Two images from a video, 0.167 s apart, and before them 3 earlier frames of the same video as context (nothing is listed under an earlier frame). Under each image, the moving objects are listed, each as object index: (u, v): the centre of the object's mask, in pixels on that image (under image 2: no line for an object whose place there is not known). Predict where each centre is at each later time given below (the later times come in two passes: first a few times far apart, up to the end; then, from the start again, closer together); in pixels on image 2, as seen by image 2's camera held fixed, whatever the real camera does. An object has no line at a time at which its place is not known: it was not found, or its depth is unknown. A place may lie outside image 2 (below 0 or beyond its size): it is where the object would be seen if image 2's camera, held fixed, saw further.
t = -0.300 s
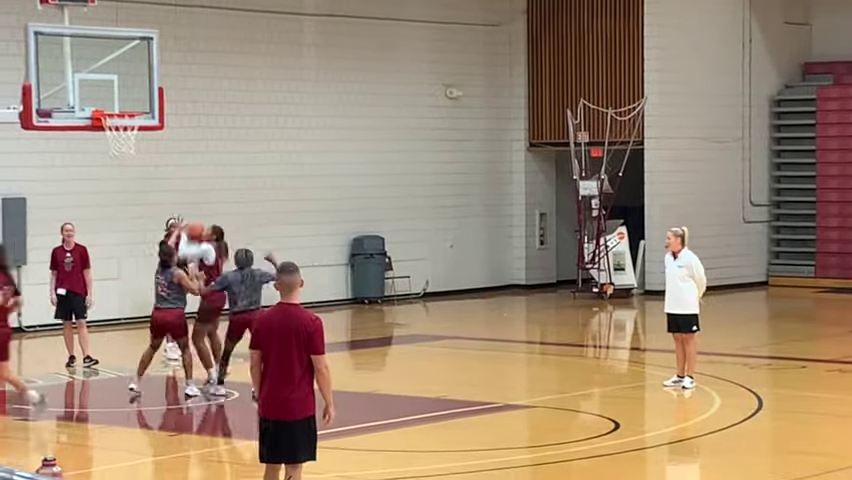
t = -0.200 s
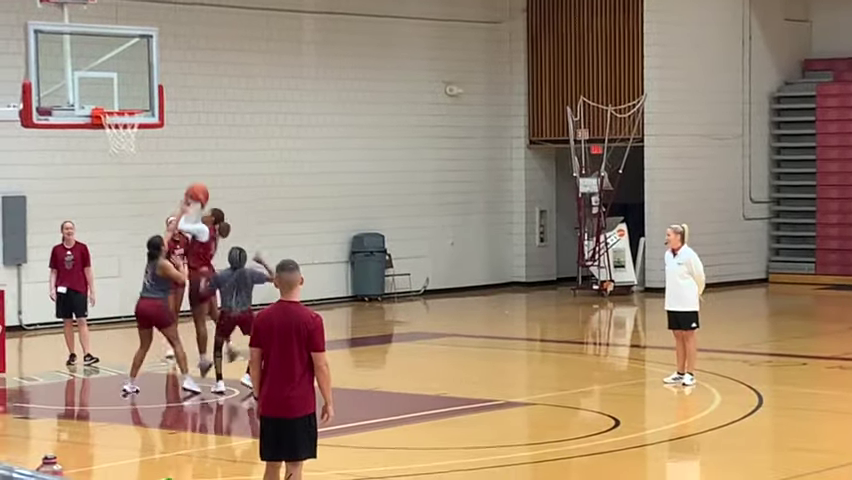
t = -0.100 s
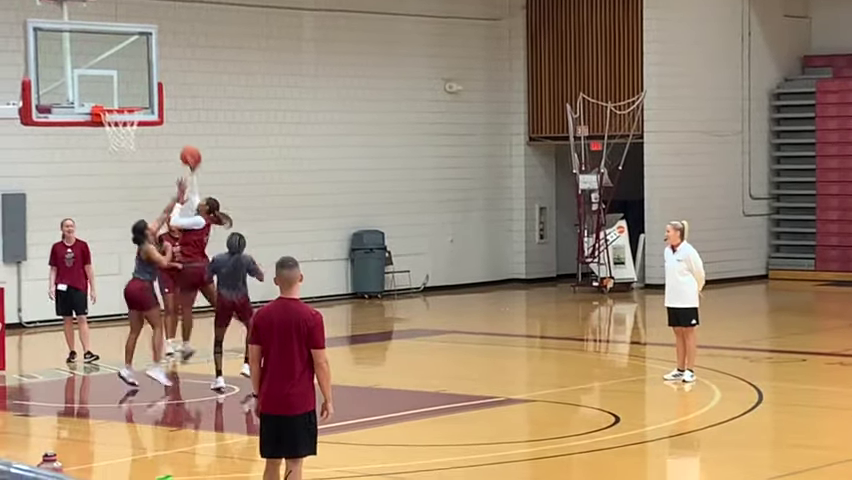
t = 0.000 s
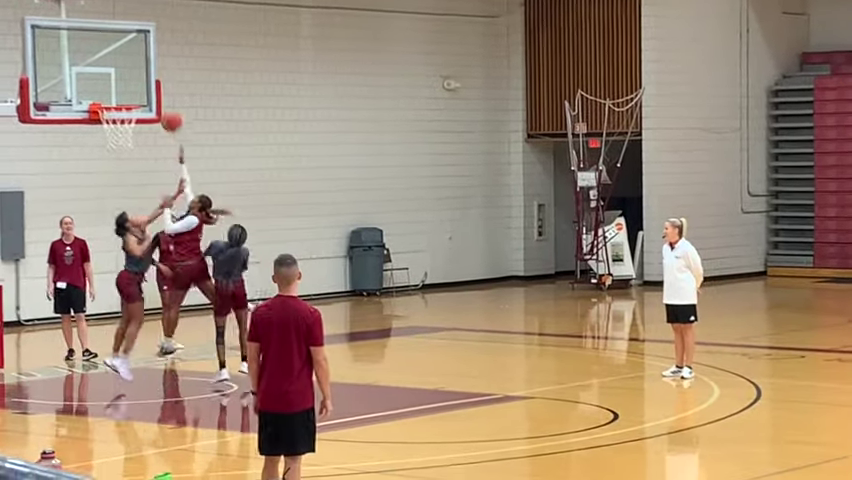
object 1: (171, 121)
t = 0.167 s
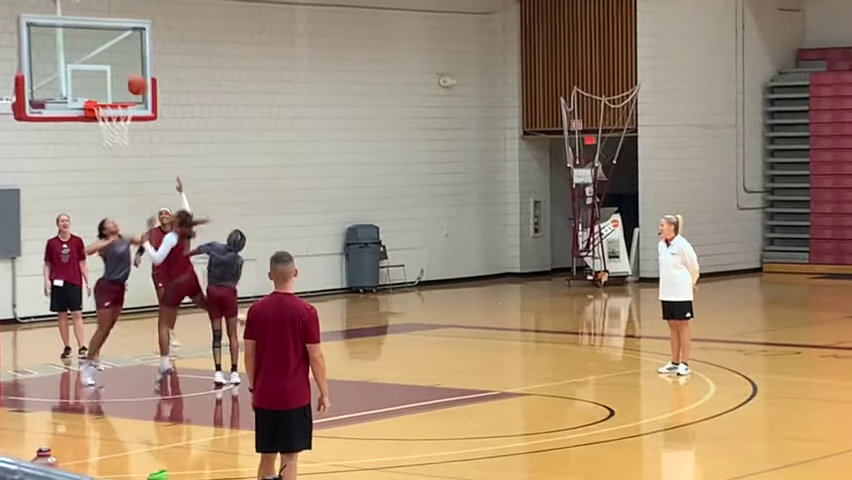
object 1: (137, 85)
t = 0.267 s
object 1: (120, 75)
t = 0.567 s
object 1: (105, 114)
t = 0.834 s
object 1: (112, 168)
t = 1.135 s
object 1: (126, 294)
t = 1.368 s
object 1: (136, 340)
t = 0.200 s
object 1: (131, 81)
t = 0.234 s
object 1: (126, 78)
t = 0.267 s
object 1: (120, 75)
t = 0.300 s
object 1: (116, 75)
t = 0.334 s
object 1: (114, 76)
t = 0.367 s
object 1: (113, 78)
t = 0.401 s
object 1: (112, 81)
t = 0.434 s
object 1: (111, 86)
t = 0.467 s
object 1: (109, 91)
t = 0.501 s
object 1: (108, 96)
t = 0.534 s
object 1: (107, 104)
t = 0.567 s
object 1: (105, 114)
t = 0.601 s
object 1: (104, 122)
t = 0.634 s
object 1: (103, 129)
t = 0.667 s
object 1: (104, 136)
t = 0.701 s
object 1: (106, 142)
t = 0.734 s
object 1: (107, 144)
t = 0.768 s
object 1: (109, 152)
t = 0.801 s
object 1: (110, 159)
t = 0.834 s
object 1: (112, 168)
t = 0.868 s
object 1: (113, 178)
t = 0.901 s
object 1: (115, 189)
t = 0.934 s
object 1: (116, 201)
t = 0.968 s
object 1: (118, 214)
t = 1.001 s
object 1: (120, 228)
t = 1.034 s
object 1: (121, 243)
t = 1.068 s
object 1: (123, 260)
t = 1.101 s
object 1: (124, 276)
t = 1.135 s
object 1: (126, 294)
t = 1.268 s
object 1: (132, 375)
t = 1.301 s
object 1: (134, 372)
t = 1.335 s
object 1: (135, 356)
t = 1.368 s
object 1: (136, 340)
